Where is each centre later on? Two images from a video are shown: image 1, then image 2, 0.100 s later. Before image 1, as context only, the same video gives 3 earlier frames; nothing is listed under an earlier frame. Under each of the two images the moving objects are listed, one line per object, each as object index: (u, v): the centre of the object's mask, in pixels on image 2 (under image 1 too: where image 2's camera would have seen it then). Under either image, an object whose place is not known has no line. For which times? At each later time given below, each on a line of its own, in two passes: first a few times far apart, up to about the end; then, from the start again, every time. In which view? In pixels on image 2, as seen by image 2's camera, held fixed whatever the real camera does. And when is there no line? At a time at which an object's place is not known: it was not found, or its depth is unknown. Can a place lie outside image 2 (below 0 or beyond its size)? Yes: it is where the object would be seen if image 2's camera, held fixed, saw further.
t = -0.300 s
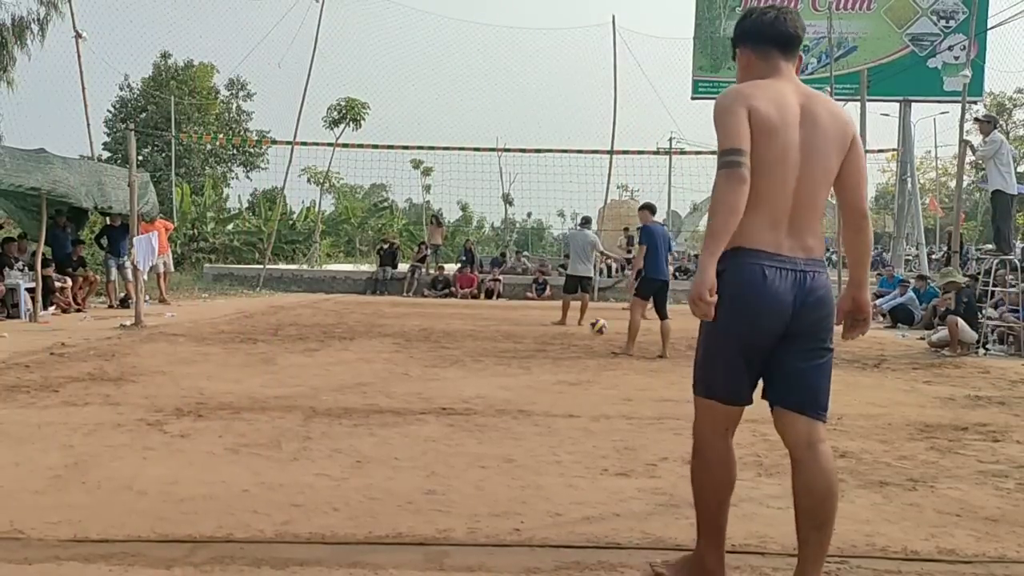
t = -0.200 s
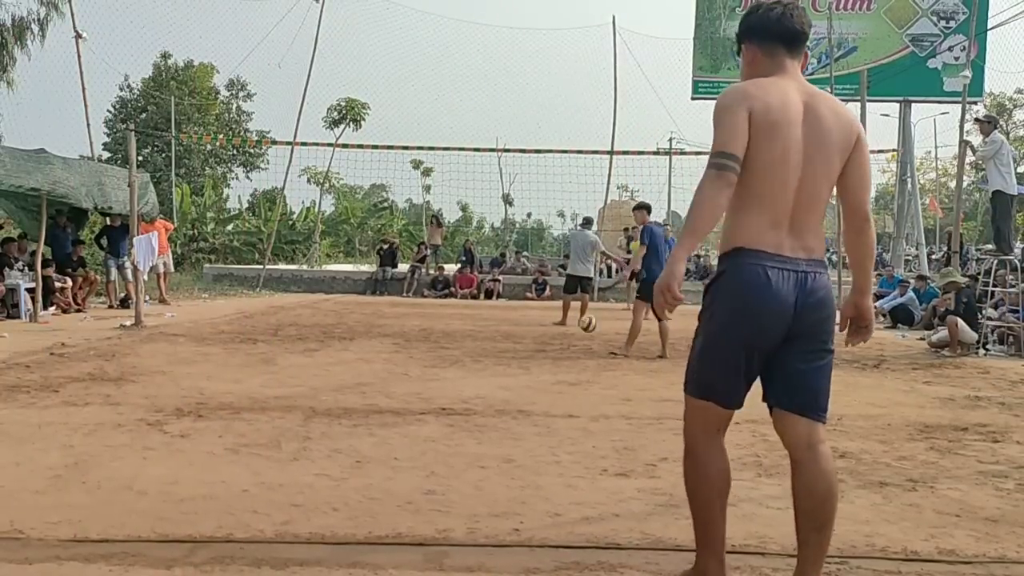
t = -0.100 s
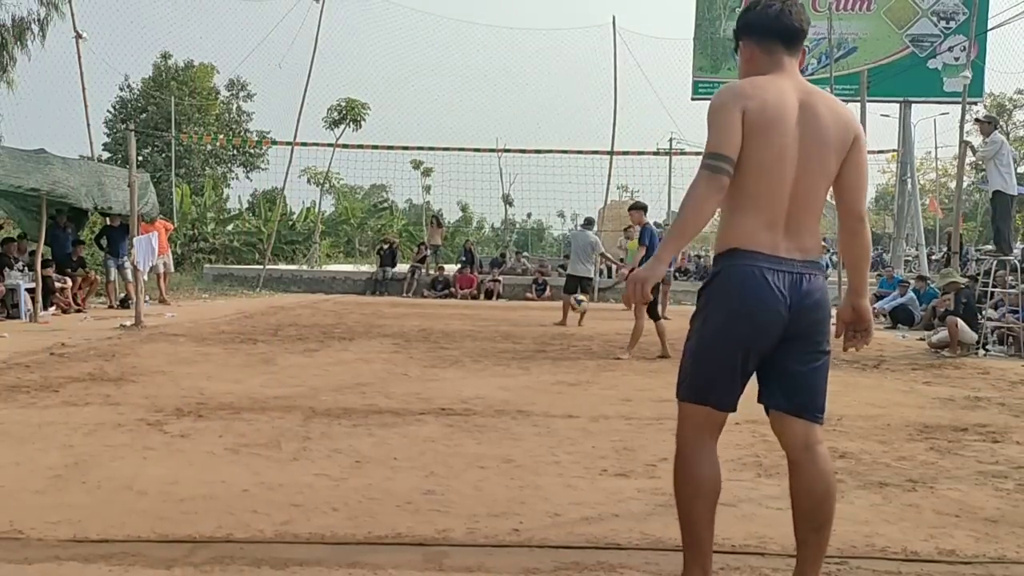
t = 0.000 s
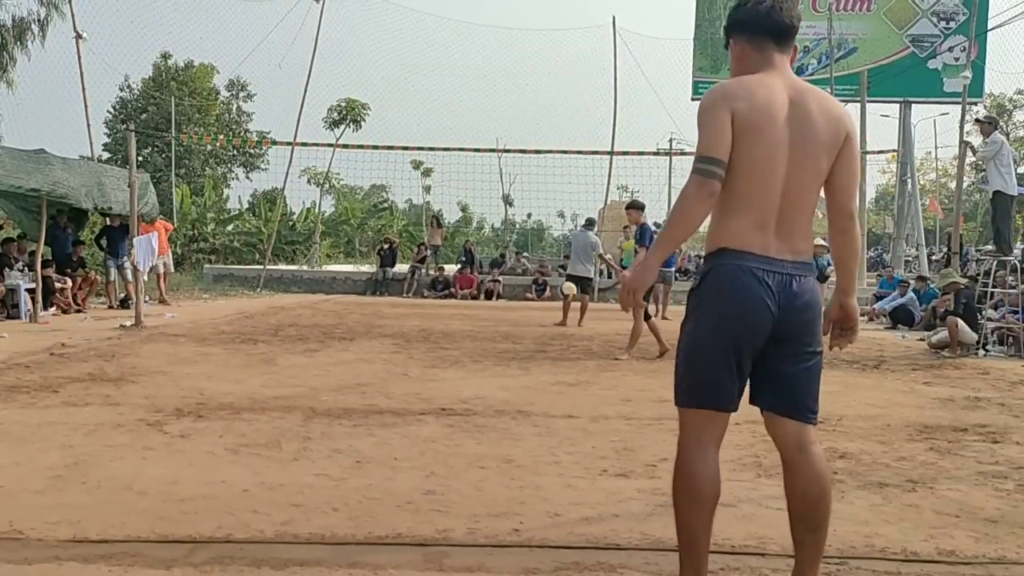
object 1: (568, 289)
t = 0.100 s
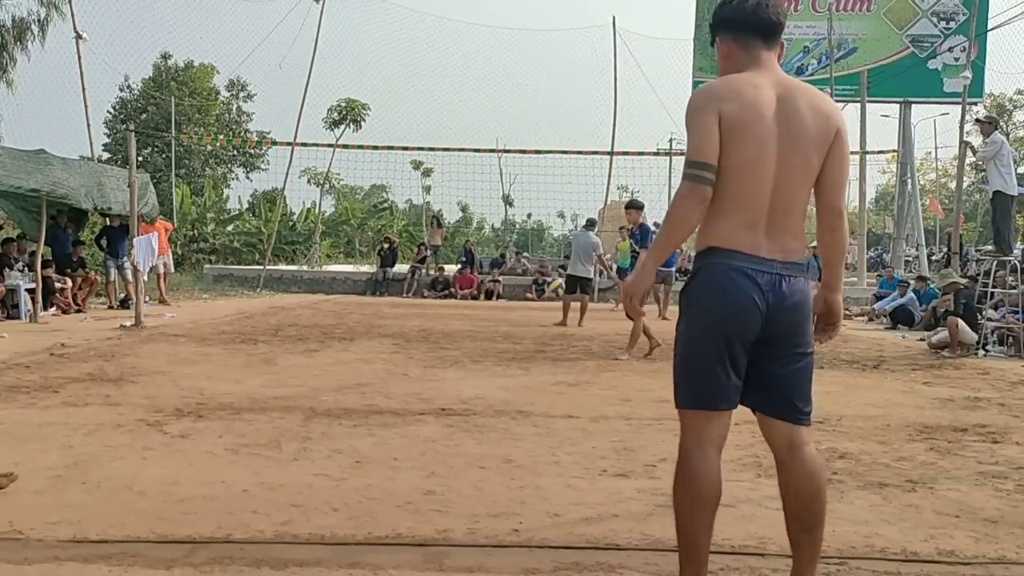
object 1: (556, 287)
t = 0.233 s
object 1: (537, 297)
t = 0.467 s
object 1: (499, 363)
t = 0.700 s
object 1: (449, 331)
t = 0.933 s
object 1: (385, 365)
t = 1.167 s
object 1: (306, 358)
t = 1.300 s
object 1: (250, 366)
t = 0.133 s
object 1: (551, 288)
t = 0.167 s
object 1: (546, 290)
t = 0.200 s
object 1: (541, 293)
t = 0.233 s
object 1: (537, 297)
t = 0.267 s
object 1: (532, 303)
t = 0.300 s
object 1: (527, 310)
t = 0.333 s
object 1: (521, 318)
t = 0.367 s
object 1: (517, 327)
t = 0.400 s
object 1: (510, 339)
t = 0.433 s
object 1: (504, 351)
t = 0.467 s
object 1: (499, 363)
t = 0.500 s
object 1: (493, 355)
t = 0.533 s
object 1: (486, 348)
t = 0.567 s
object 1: (479, 342)
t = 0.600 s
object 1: (472, 337)
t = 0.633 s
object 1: (466, 333)
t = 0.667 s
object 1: (457, 331)
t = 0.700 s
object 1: (449, 331)
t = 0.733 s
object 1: (441, 330)
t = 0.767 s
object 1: (433, 332)
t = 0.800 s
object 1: (424, 335)
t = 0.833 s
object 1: (415, 341)
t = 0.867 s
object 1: (405, 347)
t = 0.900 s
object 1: (395, 355)
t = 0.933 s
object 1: (385, 365)
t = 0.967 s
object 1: (375, 377)
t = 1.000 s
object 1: (364, 387)
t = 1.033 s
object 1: (354, 378)
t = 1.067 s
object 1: (343, 371)
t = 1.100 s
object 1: (330, 365)
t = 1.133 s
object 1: (318, 361)
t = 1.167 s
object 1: (306, 358)
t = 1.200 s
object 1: (293, 356)
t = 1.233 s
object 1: (279, 357)
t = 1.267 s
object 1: (265, 360)
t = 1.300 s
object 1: (250, 366)
